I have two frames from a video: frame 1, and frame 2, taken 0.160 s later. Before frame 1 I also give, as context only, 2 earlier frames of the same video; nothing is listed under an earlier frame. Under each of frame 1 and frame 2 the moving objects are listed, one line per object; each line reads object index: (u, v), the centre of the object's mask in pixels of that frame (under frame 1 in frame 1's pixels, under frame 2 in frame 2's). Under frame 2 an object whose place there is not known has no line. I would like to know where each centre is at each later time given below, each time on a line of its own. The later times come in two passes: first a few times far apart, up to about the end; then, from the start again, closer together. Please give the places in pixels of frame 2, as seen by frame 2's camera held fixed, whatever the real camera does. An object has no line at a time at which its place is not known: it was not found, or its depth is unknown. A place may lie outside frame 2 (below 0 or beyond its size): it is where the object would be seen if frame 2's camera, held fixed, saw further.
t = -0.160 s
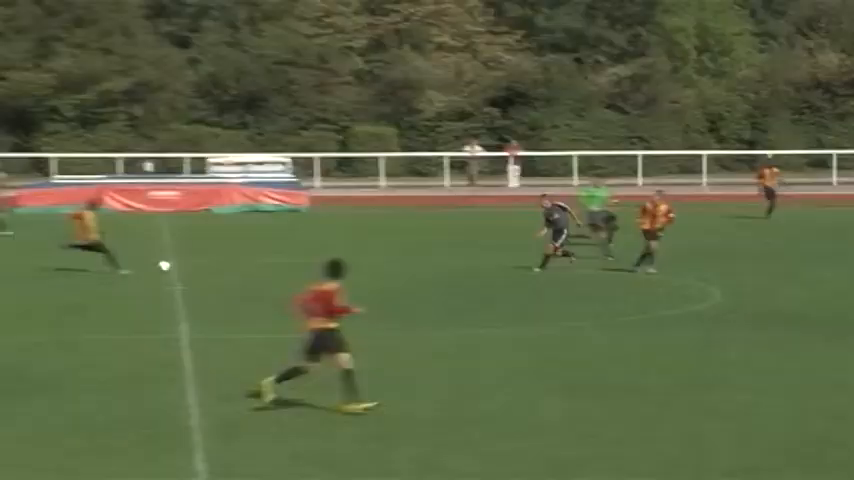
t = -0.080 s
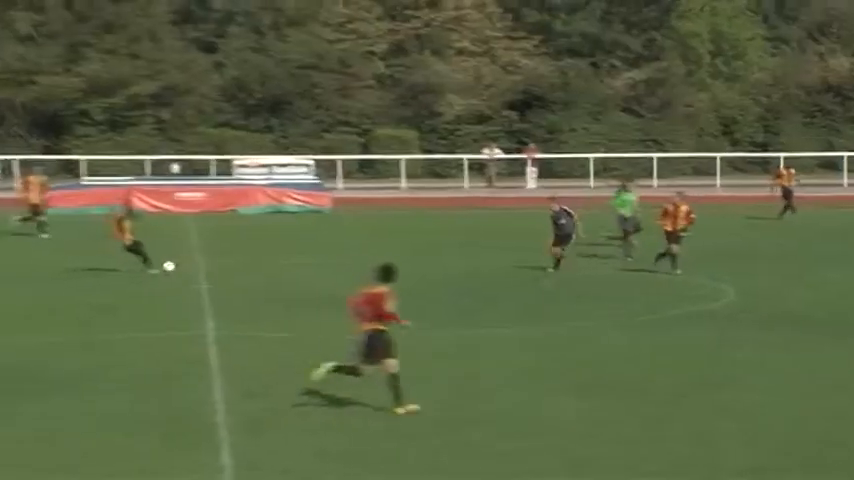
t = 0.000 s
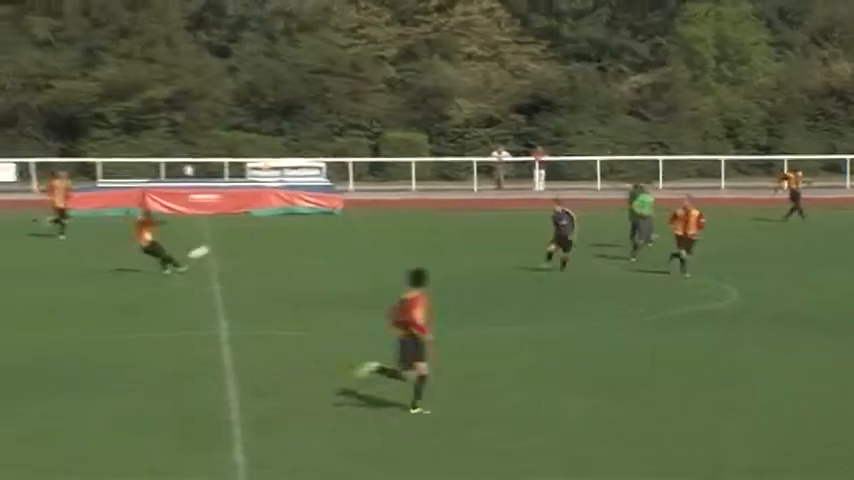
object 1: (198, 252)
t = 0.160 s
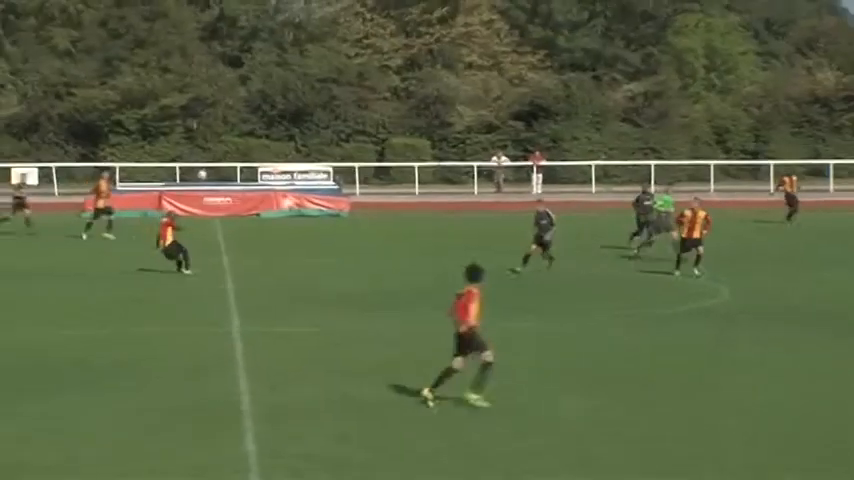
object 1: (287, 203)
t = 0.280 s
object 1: (342, 170)
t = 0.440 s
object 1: (409, 137)
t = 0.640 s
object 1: (491, 112)
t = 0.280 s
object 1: (342, 170)
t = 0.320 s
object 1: (359, 160)
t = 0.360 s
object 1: (376, 153)
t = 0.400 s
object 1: (392, 145)
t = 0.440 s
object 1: (409, 137)
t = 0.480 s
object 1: (426, 131)
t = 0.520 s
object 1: (442, 125)
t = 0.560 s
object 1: (459, 120)
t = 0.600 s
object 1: (475, 116)
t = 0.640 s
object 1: (491, 112)
